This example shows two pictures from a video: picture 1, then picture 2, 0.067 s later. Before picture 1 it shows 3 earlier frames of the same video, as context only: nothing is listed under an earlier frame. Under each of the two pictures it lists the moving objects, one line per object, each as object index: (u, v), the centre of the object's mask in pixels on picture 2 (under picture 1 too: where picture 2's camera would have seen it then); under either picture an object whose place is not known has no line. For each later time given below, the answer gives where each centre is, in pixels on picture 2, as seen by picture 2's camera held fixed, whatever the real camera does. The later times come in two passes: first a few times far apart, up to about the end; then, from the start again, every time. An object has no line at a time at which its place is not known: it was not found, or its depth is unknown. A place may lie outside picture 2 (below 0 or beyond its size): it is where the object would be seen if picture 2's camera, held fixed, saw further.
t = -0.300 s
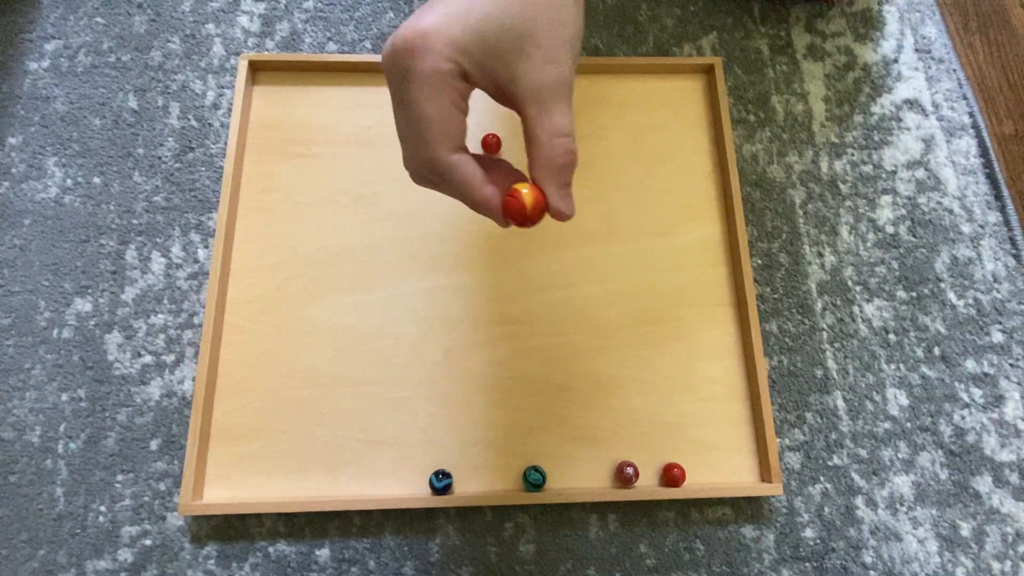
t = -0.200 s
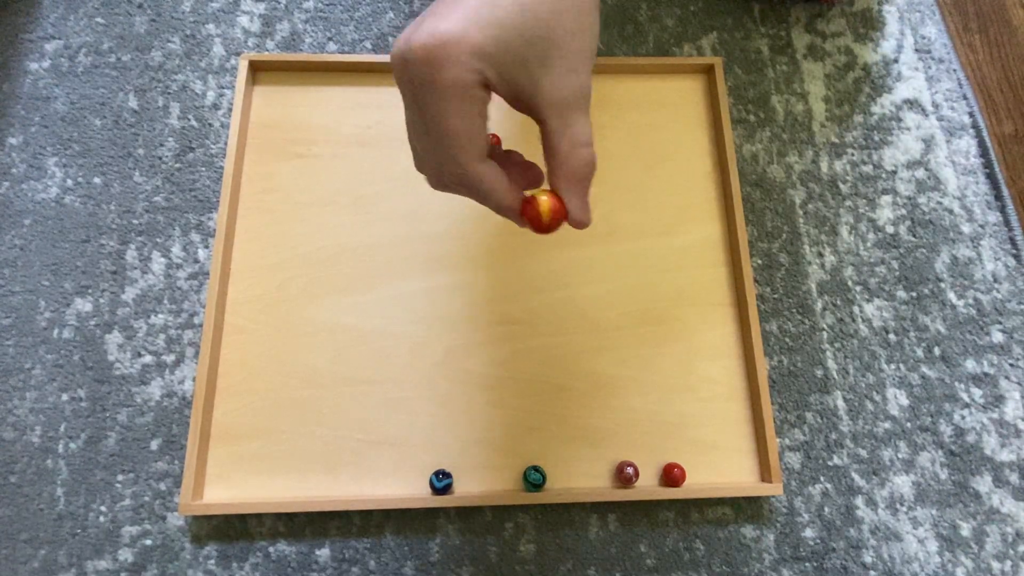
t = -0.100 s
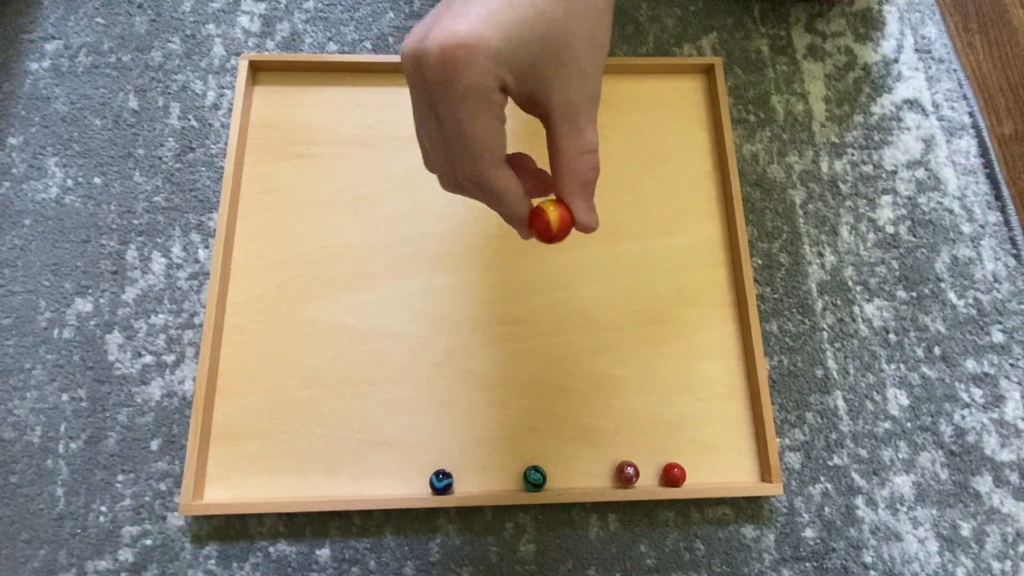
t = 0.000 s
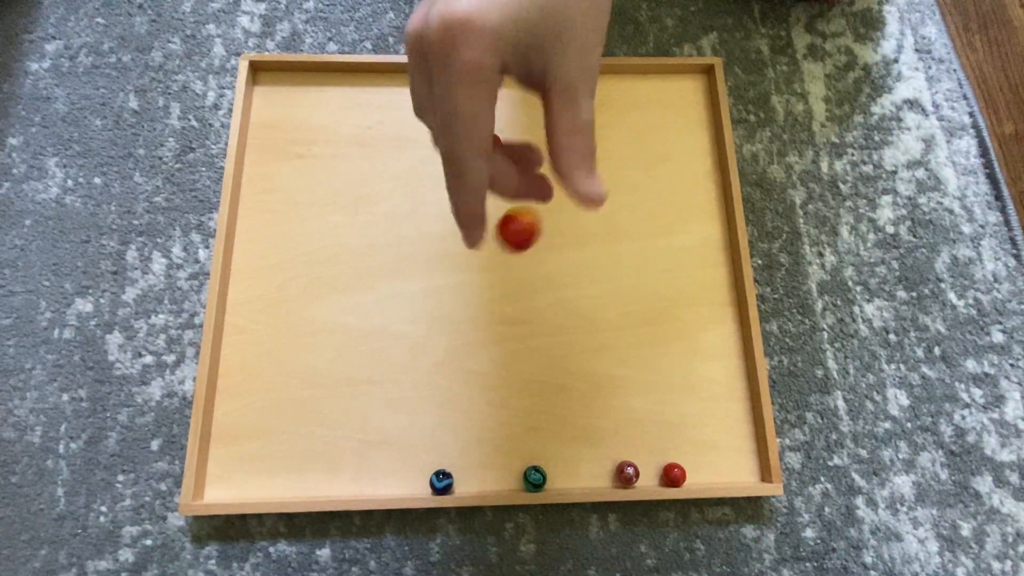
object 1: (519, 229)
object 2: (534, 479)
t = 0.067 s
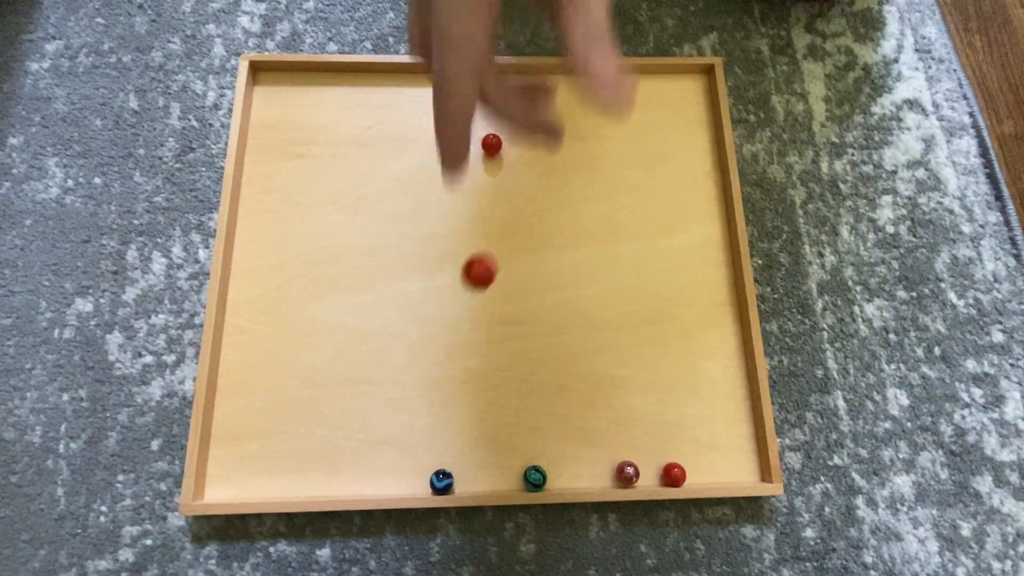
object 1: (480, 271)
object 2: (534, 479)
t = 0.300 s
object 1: (427, 344)
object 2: (533, 464)
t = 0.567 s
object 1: (377, 368)
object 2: (533, 465)
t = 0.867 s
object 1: (317, 404)
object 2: (533, 471)
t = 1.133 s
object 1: (260, 441)
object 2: (533, 478)
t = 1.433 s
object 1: (217, 487)
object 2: (532, 471)
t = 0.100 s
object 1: (466, 296)
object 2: (534, 479)
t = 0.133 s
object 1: (458, 317)
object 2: (534, 479)
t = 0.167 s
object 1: (452, 334)
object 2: (534, 478)
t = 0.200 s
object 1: (445, 336)
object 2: (534, 472)
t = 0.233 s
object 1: (440, 339)
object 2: (534, 468)
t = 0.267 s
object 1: (433, 341)
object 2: (534, 466)
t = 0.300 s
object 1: (427, 344)
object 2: (533, 464)
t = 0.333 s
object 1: (421, 346)
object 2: (533, 461)
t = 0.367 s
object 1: (415, 349)
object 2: (533, 460)
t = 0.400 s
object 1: (408, 353)
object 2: (533, 459)
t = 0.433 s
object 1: (402, 355)
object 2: (533, 459)
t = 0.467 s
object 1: (396, 358)
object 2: (534, 460)
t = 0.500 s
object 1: (390, 362)
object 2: (533, 461)
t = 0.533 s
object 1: (383, 365)
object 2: (534, 462)
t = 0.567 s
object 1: (377, 368)
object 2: (533, 465)
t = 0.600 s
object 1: (370, 372)
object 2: (534, 467)
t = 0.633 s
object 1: (364, 375)
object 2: (534, 470)
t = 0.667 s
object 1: (357, 379)
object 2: (534, 473)
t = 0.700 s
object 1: (351, 383)
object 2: (534, 478)
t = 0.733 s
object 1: (344, 387)
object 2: (534, 477)
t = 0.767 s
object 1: (338, 391)
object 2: (534, 477)
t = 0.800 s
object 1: (331, 395)
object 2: (534, 474)
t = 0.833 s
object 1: (324, 399)
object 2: (533, 472)
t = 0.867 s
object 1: (317, 404)
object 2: (533, 471)
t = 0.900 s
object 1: (310, 408)
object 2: (533, 470)
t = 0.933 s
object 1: (303, 412)
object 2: (533, 470)
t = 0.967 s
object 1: (295, 417)
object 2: (533, 471)
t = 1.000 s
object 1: (288, 422)
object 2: (534, 473)
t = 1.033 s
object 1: (282, 426)
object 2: (534, 475)
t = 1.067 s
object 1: (274, 431)
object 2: (533, 477)
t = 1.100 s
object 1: (268, 436)
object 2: (533, 478)
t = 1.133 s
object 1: (260, 441)
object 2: (533, 478)
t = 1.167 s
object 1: (252, 446)
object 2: (533, 479)
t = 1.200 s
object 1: (245, 451)
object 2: (533, 479)
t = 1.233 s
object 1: (238, 456)
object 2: (533, 478)
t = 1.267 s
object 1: (230, 462)
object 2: (533, 478)
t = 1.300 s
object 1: (223, 467)
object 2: (533, 477)
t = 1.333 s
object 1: (216, 472)
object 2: (533, 473)
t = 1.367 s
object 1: (213, 477)
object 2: (533, 472)
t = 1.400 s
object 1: (215, 482)
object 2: (532, 471)
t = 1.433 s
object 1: (217, 487)
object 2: (532, 471)
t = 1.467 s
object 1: (218, 487)
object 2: (533, 472)
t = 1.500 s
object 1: (219, 486)
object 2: (534, 473)
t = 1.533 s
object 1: (219, 484)
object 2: (534, 474)
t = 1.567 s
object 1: (219, 482)
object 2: (534, 477)
